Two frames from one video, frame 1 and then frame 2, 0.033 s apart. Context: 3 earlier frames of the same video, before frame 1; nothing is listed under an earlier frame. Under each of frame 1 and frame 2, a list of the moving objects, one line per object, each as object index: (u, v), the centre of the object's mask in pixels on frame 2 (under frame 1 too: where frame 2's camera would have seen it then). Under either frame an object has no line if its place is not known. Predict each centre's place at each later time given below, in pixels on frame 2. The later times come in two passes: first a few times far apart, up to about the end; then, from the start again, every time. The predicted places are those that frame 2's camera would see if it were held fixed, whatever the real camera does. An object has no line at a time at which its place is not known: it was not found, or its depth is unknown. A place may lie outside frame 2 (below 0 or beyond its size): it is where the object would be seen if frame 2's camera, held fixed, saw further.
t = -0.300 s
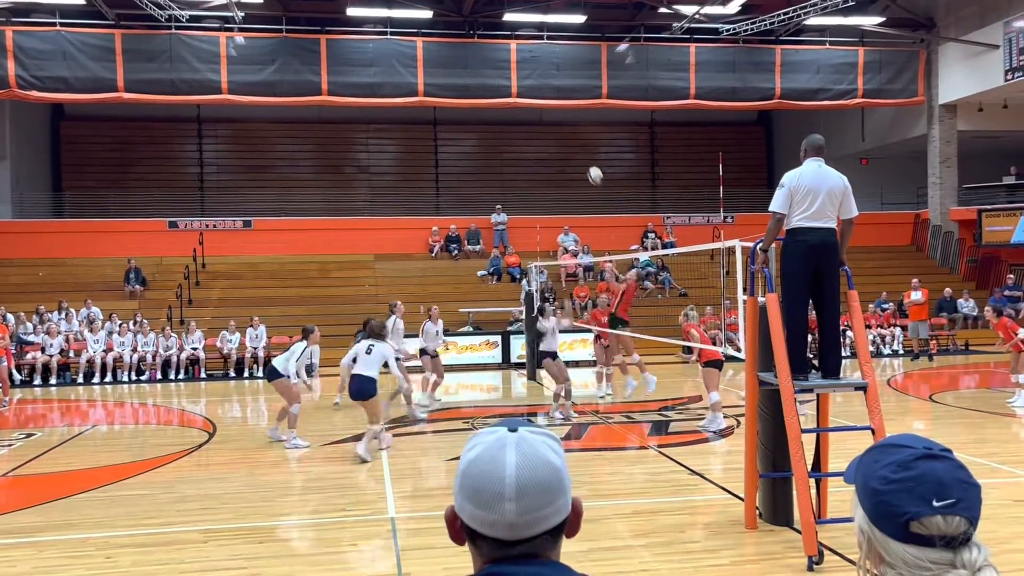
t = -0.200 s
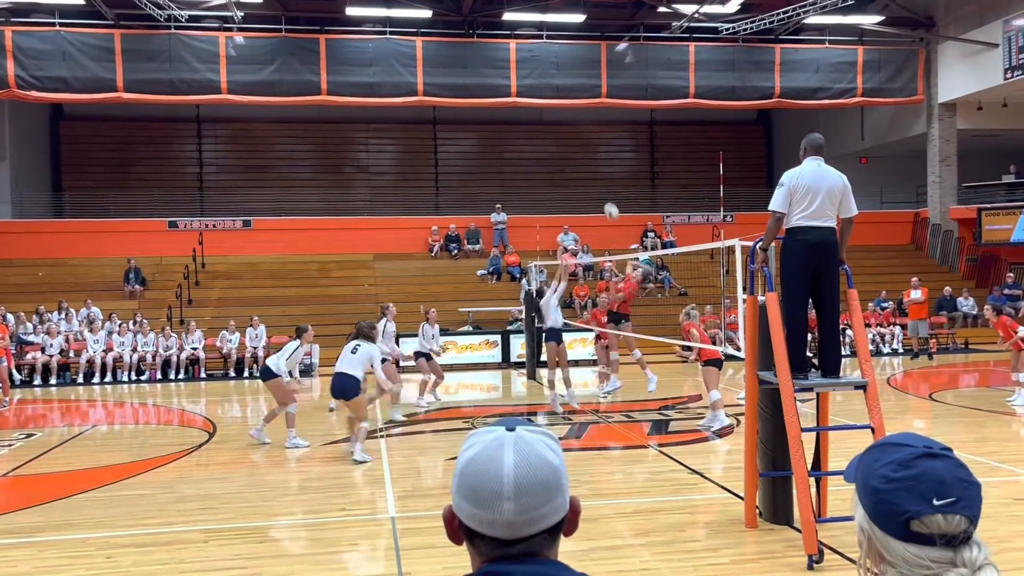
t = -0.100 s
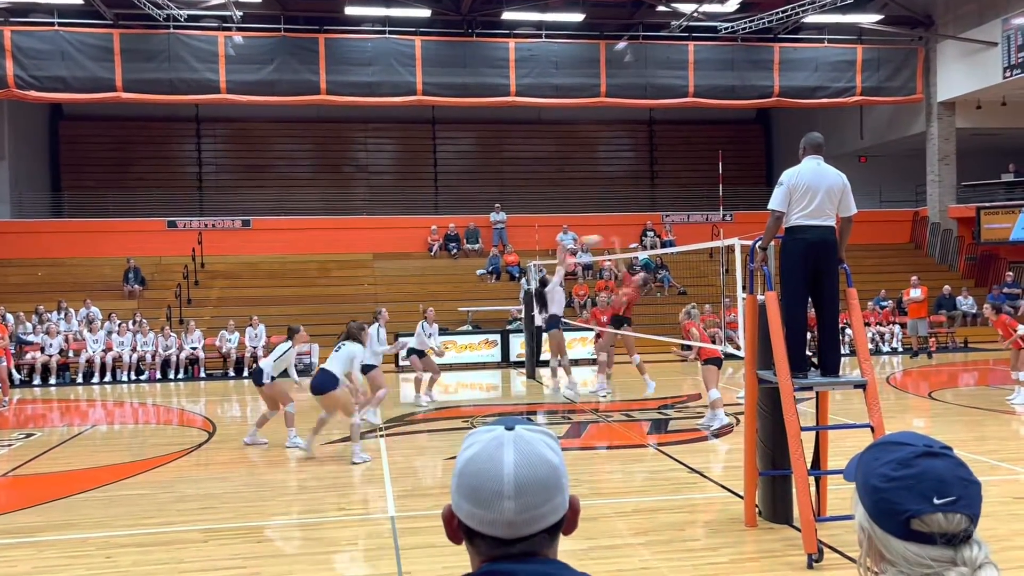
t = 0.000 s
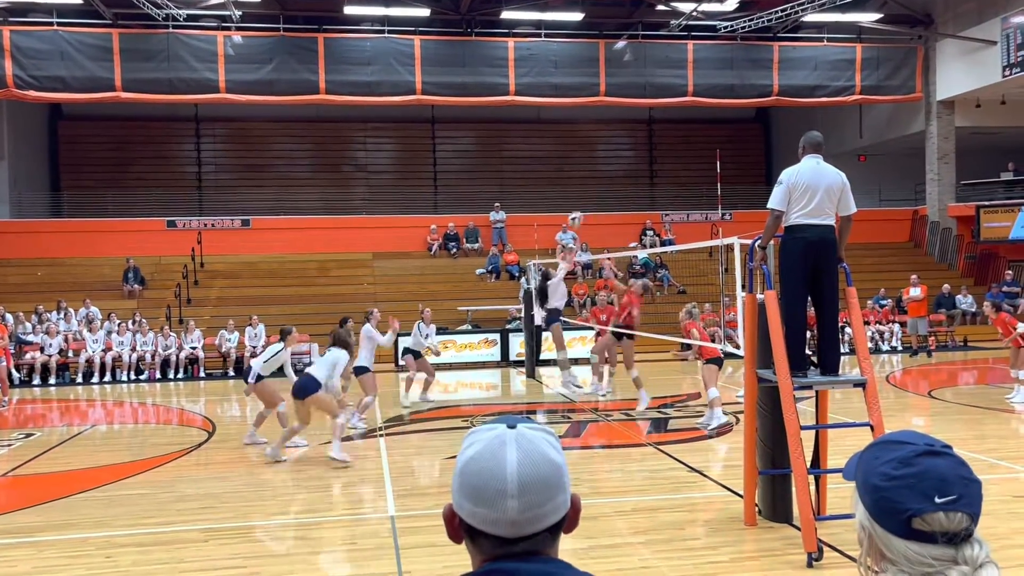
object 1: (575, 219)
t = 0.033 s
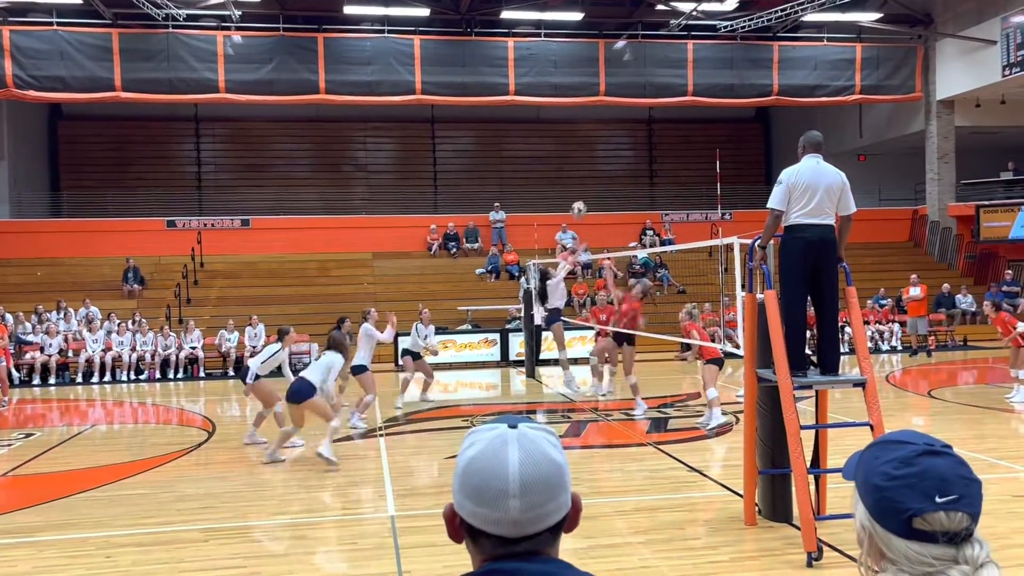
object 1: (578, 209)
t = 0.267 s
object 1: (602, 167)
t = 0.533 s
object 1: (630, 163)
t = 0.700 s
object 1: (648, 186)
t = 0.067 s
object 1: (581, 202)
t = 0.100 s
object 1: (585, 194)
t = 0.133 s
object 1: (588, 187)
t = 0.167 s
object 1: (592, 181)
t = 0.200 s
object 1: (595, 175)
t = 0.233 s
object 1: (599, 171)
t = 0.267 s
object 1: (602, 167)
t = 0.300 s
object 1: (606, 164)
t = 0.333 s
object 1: (609, 161)
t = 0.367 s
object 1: (613, 159)
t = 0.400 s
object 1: (616, 158)
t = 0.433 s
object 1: (619, 158)
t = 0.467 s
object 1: (623, 159)
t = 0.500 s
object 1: (627, 161)
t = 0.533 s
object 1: (630, 163)
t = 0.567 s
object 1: (633, 166)
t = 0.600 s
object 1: (637, 170)
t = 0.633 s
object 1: (641, 175)
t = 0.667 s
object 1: (644, 180)
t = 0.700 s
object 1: (648, 186)
